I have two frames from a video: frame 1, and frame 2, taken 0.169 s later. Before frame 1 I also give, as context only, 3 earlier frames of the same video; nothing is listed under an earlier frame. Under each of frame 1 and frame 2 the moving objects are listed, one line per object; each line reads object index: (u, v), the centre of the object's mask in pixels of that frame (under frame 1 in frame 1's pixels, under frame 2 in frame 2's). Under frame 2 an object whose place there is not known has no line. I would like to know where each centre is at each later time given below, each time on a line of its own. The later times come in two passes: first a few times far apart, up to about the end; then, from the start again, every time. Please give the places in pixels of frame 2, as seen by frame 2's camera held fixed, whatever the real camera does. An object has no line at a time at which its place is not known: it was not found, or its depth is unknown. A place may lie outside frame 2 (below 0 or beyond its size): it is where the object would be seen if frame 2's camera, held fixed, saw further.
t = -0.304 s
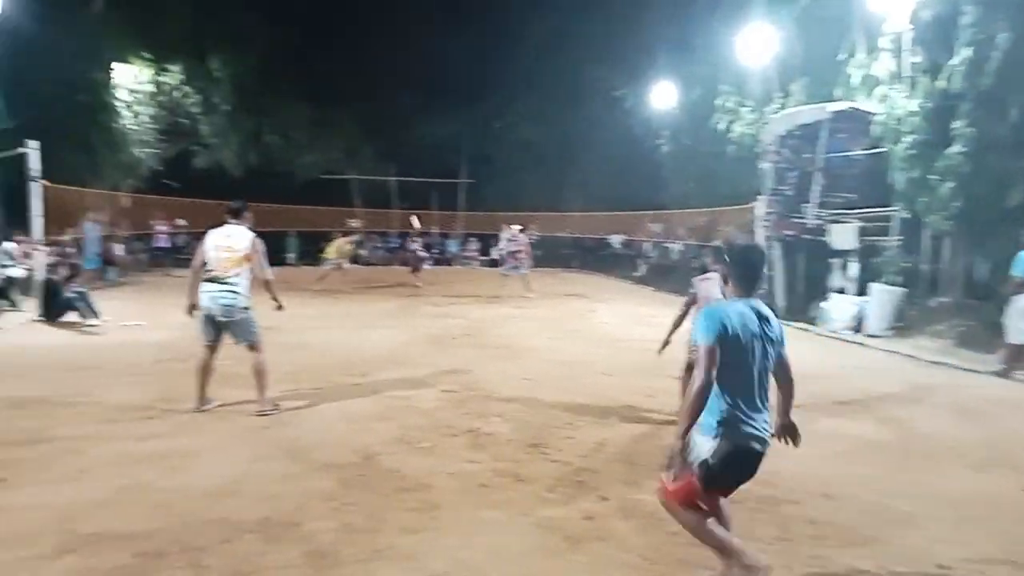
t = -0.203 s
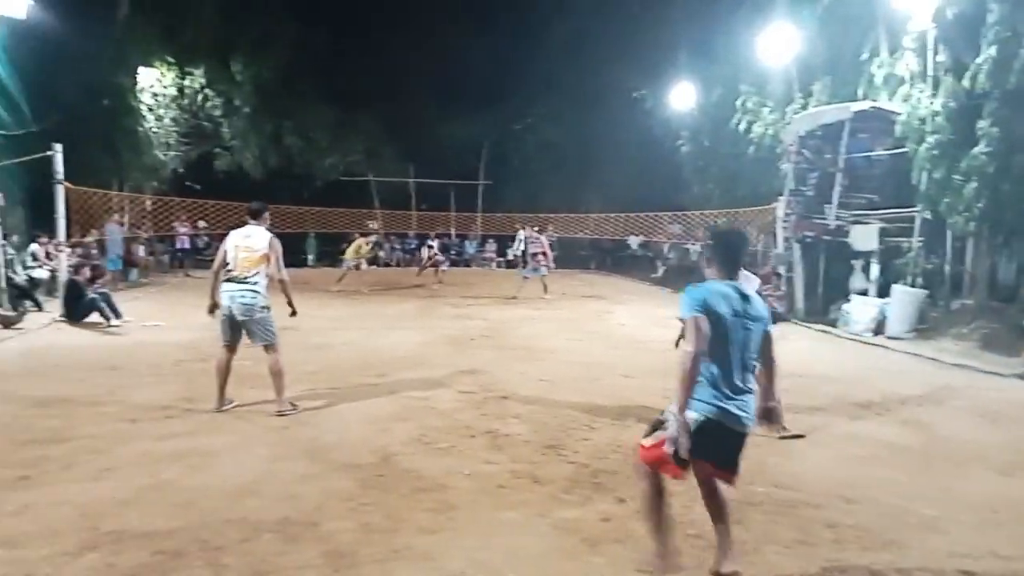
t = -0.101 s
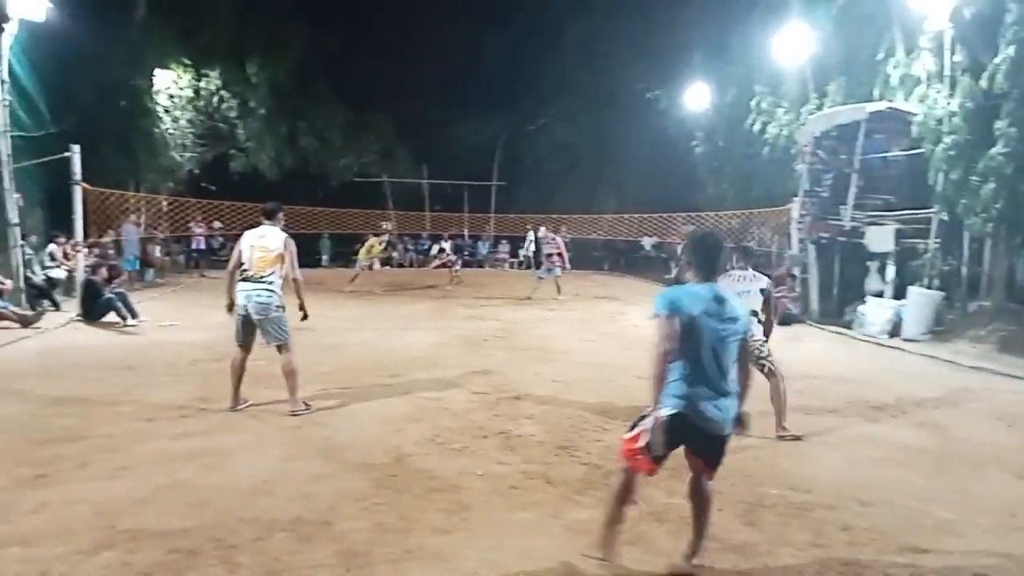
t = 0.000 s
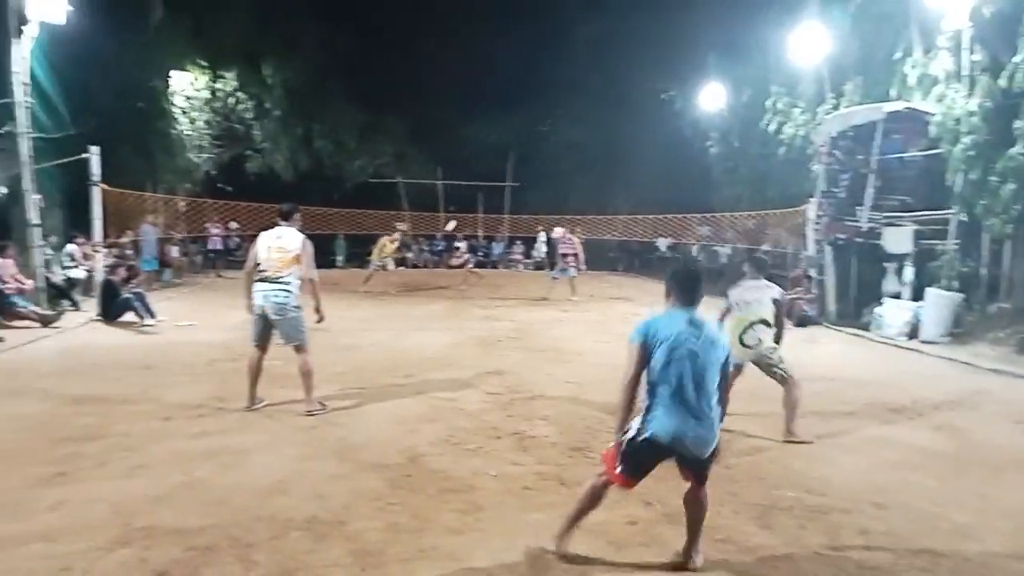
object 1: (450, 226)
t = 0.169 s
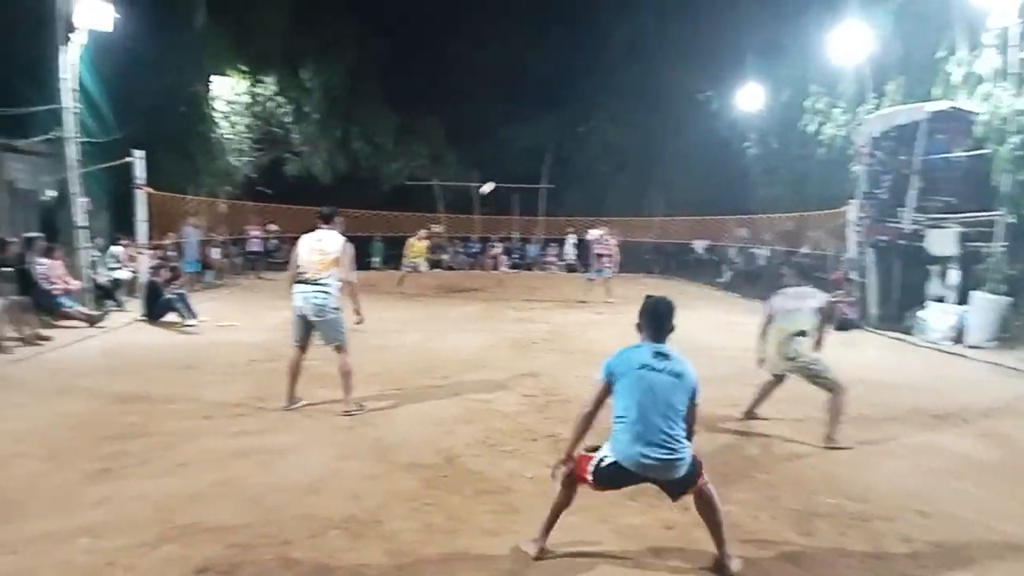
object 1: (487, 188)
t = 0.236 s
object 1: (487, 174)
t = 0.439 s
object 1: (484, 135)
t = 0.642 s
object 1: (477, 123)
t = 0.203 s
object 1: (487, 180)
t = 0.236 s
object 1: (487, 174)
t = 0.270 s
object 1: (487, 167)
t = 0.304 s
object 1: (487, 159)
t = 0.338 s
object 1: (486, 153)
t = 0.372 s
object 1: (486, 146)
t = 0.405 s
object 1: (485, 140)
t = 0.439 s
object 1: (484, 135)
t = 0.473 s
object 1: (483, 130)
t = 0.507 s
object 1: (482, 126)
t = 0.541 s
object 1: (481, 123)
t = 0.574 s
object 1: (480, 121)
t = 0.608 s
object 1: (478, 121)
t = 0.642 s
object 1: (477, 123)
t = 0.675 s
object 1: (476, 126)
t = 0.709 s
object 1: (476, 131)
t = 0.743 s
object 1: (475, 138)
